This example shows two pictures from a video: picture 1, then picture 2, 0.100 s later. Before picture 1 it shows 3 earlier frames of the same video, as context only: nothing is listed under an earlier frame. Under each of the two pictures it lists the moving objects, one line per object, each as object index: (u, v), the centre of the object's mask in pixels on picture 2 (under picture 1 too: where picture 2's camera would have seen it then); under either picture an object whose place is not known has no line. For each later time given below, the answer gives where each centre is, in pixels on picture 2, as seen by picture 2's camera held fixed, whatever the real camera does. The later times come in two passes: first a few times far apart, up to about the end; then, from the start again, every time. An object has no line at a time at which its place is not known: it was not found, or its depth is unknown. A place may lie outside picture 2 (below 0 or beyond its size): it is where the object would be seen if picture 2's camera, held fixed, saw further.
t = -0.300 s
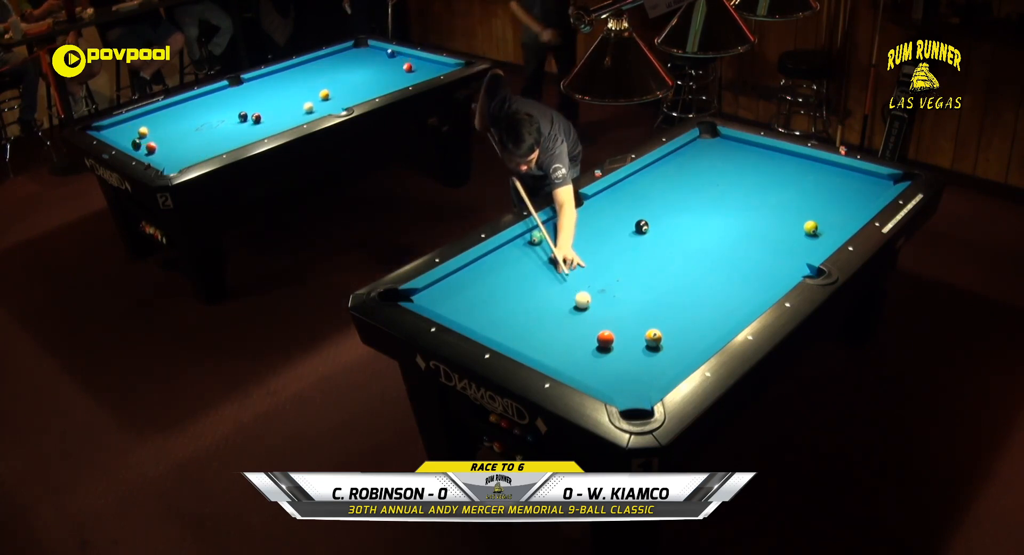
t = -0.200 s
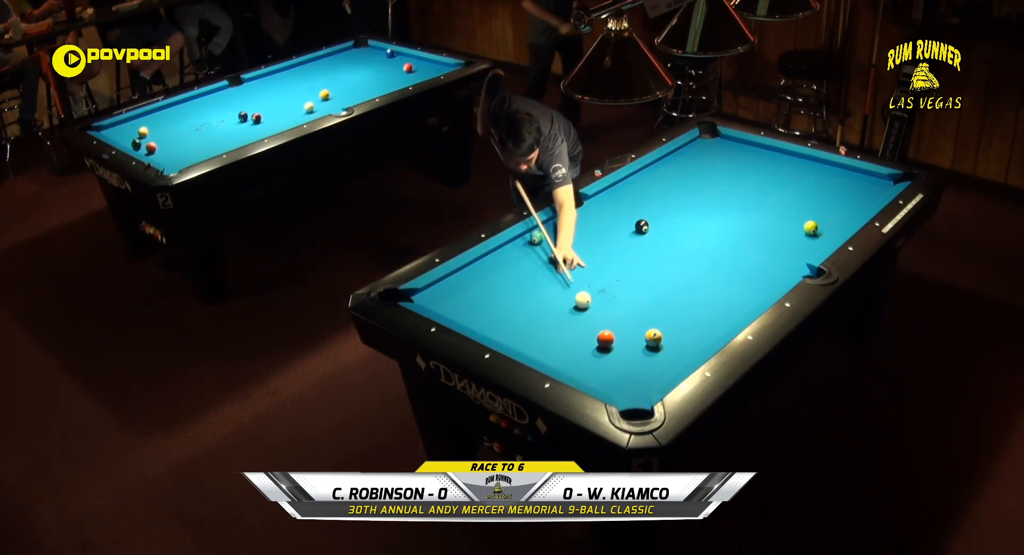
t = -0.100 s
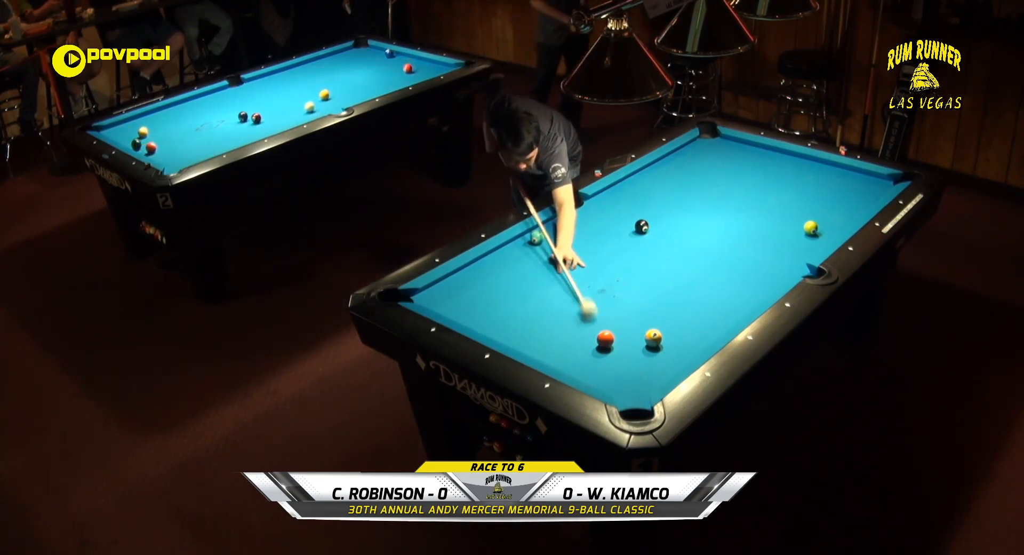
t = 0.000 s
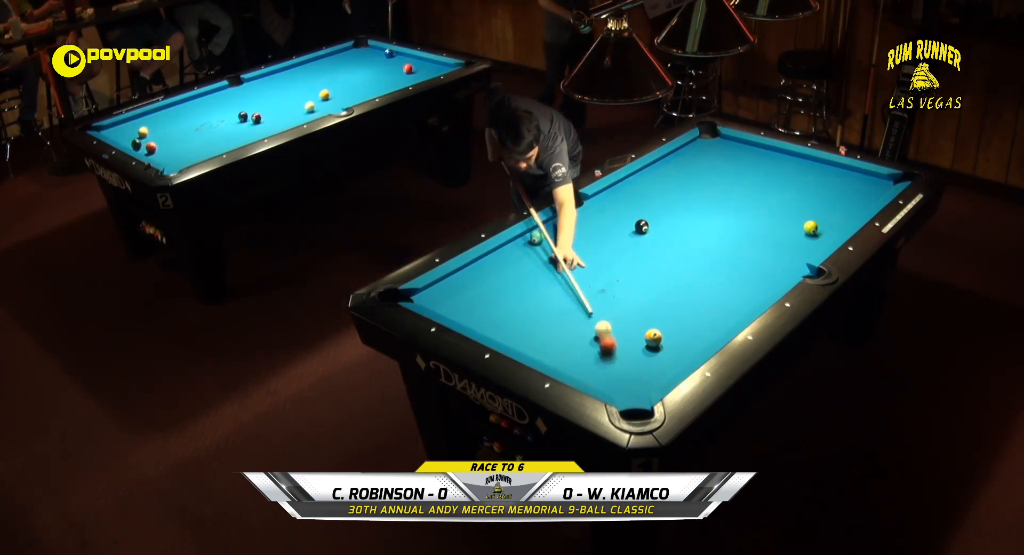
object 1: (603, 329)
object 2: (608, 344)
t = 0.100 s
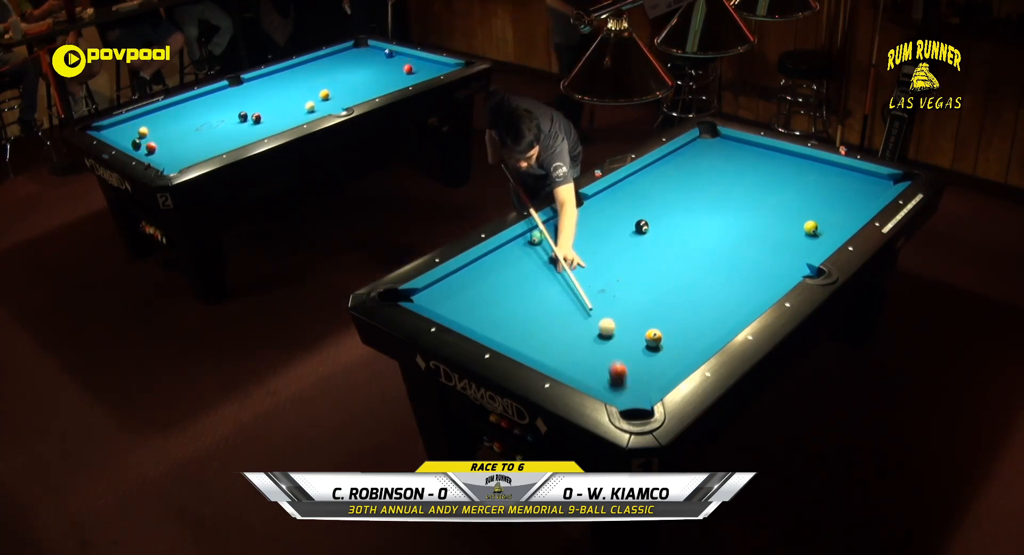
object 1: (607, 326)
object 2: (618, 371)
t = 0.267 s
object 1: (610, 320)
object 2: (633, 414)
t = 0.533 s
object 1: (615, 311)
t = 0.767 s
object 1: (618, 305)
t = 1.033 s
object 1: (622, 298)
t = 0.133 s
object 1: (607, 325)
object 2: (621, 380)
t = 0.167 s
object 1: (608, 324)
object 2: (624, 389)
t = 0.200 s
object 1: (609, 323)
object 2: (627, 396)
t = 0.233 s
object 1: (609, 321)
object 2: (631, 405)
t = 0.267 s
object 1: (610, 320)
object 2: (633, 414)
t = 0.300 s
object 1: (610, 319)
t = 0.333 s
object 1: (611, 318)
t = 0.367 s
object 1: (612, 317)
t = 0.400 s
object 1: (612, 316)
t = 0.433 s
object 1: (613, 315)
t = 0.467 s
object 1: (613, 314)
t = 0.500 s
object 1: (614, 313)
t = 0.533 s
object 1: (615, 311)
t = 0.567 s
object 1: (615, 310)
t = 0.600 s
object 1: (616, 309)
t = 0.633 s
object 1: (616, 308)
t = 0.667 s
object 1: (617, 308)
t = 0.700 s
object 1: (617, 307)
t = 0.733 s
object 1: (618, 306)
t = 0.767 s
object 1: (618, 305)
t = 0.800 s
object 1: (619, 304)
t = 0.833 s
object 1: (619, 303)
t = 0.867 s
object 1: (620, 302)
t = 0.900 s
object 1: (620, 301)
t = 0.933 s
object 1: (621, 301)
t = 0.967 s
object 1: (621, 300)
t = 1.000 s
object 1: (622, 299)
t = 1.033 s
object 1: (622, 298)
